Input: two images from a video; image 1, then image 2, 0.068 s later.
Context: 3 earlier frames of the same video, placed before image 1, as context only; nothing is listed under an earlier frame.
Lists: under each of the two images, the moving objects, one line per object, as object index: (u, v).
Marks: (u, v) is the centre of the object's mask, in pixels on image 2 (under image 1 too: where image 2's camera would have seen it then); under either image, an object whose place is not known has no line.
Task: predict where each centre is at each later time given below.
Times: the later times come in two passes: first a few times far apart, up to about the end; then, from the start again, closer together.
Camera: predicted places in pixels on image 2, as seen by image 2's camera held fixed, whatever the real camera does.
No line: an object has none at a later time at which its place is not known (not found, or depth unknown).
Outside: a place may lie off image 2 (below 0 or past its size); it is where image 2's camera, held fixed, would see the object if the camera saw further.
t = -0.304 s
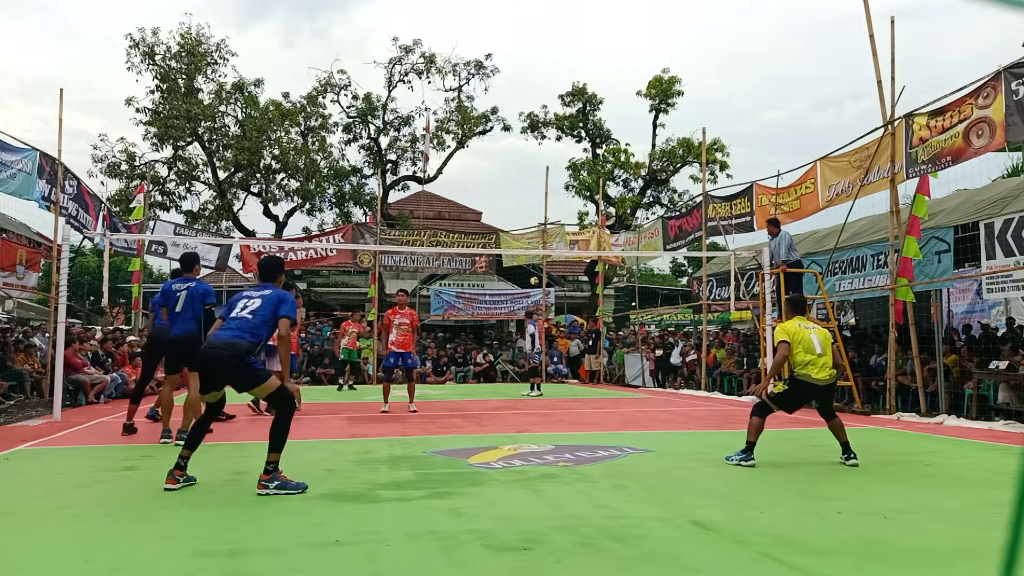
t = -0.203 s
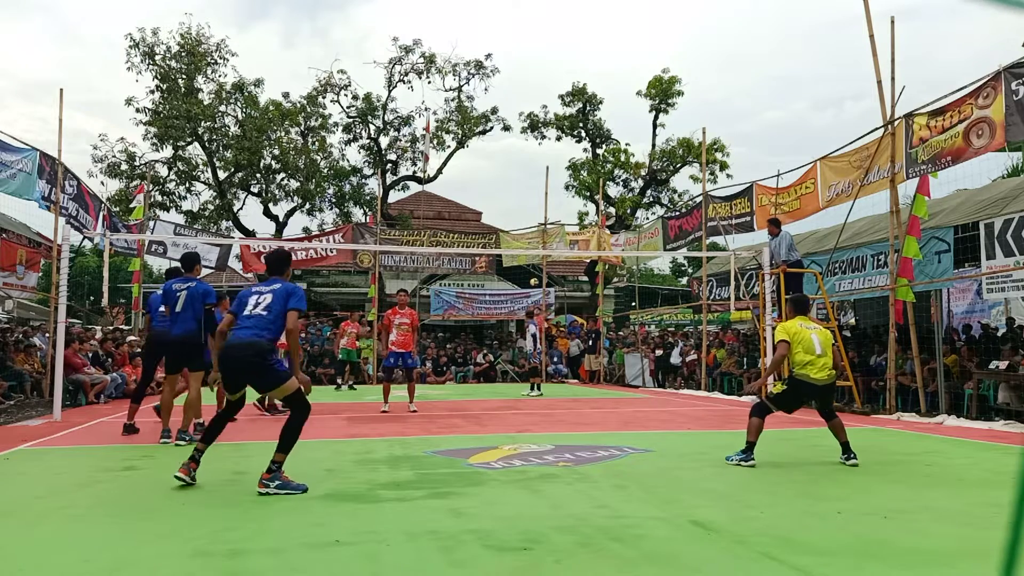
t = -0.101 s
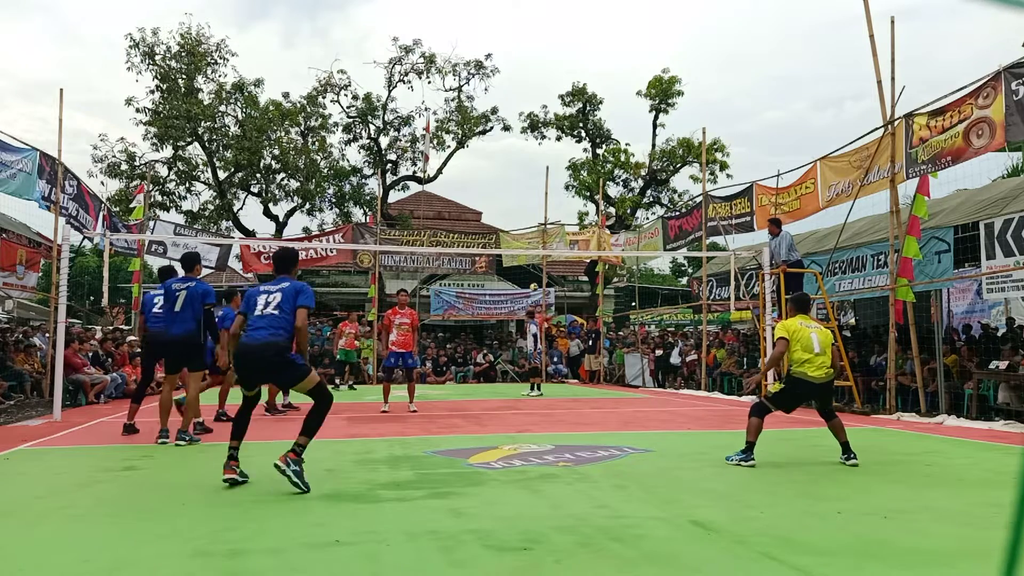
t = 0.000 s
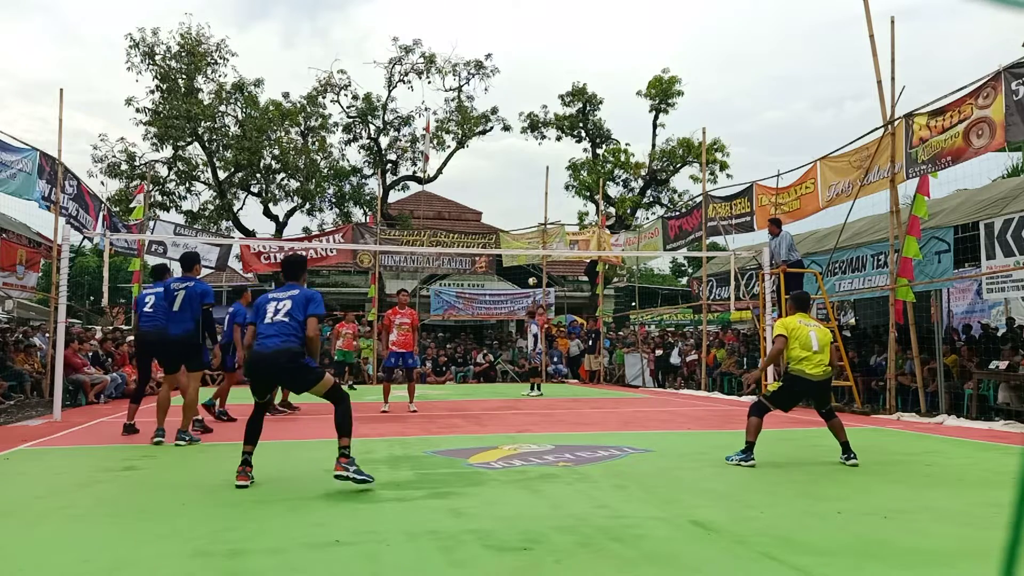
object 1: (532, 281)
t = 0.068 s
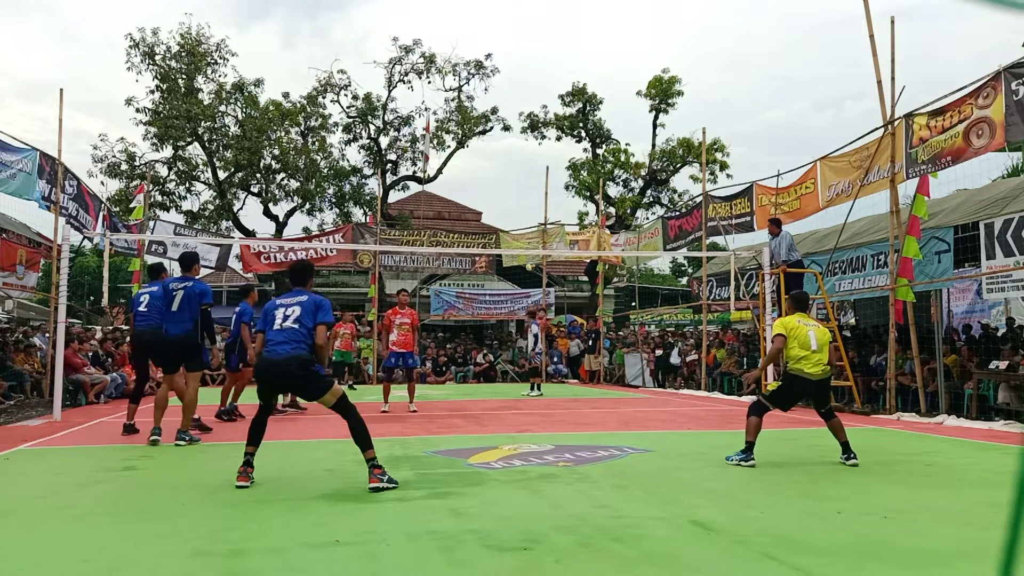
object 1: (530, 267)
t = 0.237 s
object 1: (524, 232)
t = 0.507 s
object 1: (511, 182)
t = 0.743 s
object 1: (497, 153)
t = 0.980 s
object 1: (466, 153)
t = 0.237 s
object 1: (524, 232)
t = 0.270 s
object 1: (521, 225)
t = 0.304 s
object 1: (520, 219)
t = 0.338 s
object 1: (519, 212)
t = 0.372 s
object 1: (517, 206)
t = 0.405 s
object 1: (516, 200)
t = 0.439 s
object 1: (514, 194)
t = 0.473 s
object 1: (513, 188)
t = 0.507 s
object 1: (511, 182)
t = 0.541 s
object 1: (509, 177)
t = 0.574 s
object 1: (508, 172)
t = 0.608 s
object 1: (506, 167)
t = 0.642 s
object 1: (504, 163)
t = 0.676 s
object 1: (502, 159)
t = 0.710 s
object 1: (500, 156)
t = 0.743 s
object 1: (497, 153)
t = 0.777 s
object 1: (494, 151)
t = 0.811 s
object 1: (491, 149)
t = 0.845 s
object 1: (487, 148)
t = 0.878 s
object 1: (482, 148)
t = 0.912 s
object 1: (477, 148)
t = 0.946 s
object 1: (472, 149)
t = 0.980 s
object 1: (466, 153)
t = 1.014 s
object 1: (459, 158)
